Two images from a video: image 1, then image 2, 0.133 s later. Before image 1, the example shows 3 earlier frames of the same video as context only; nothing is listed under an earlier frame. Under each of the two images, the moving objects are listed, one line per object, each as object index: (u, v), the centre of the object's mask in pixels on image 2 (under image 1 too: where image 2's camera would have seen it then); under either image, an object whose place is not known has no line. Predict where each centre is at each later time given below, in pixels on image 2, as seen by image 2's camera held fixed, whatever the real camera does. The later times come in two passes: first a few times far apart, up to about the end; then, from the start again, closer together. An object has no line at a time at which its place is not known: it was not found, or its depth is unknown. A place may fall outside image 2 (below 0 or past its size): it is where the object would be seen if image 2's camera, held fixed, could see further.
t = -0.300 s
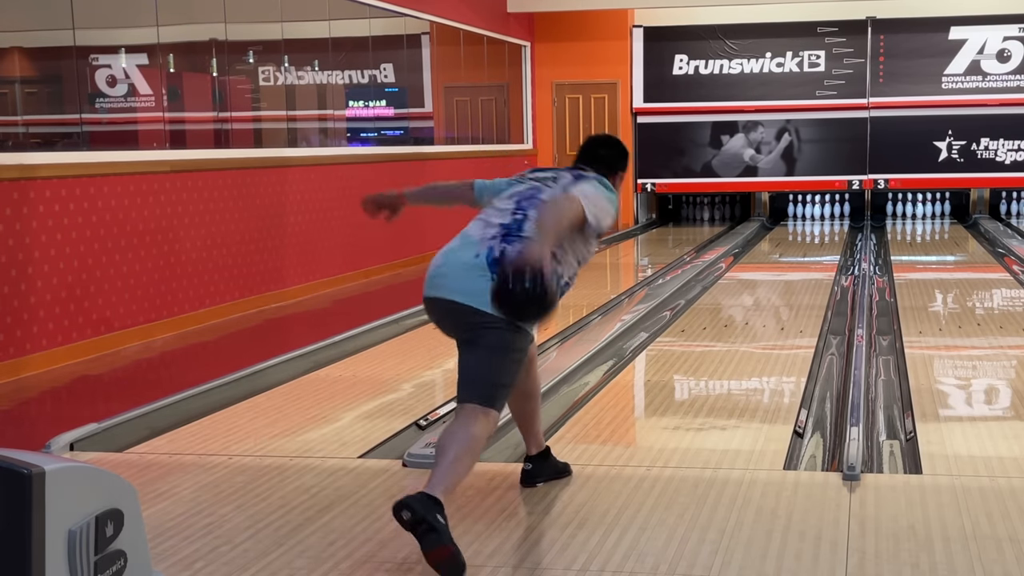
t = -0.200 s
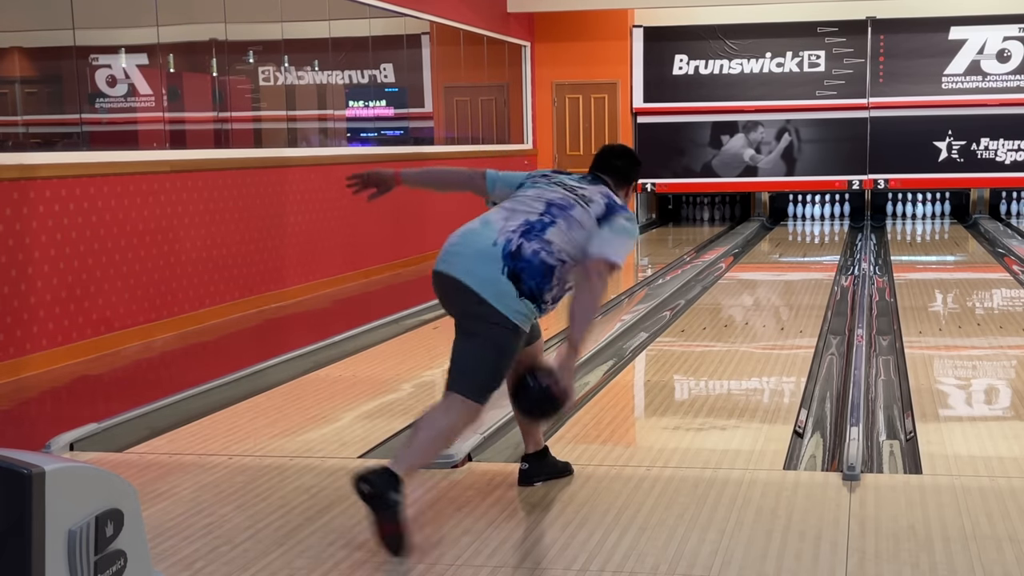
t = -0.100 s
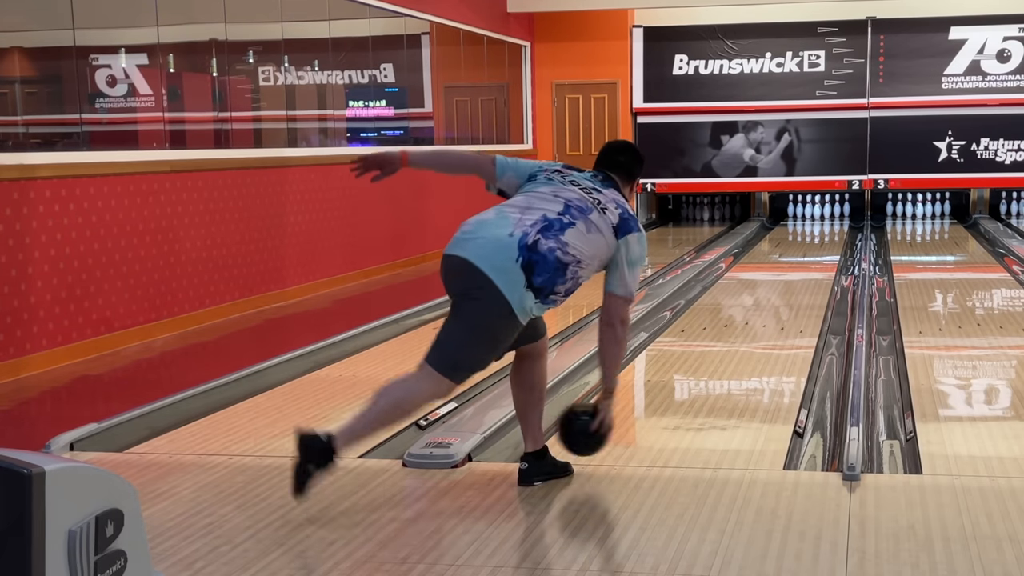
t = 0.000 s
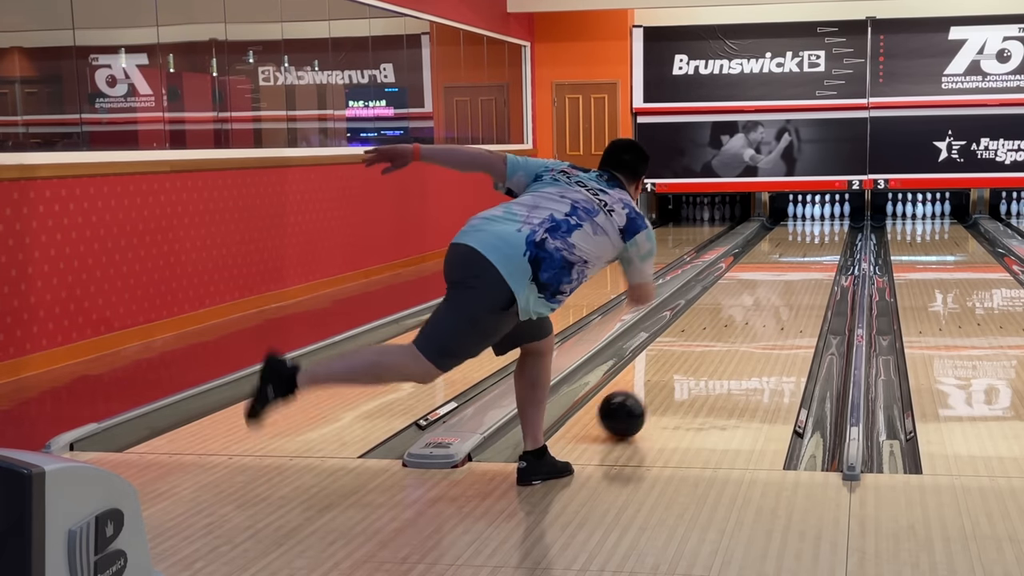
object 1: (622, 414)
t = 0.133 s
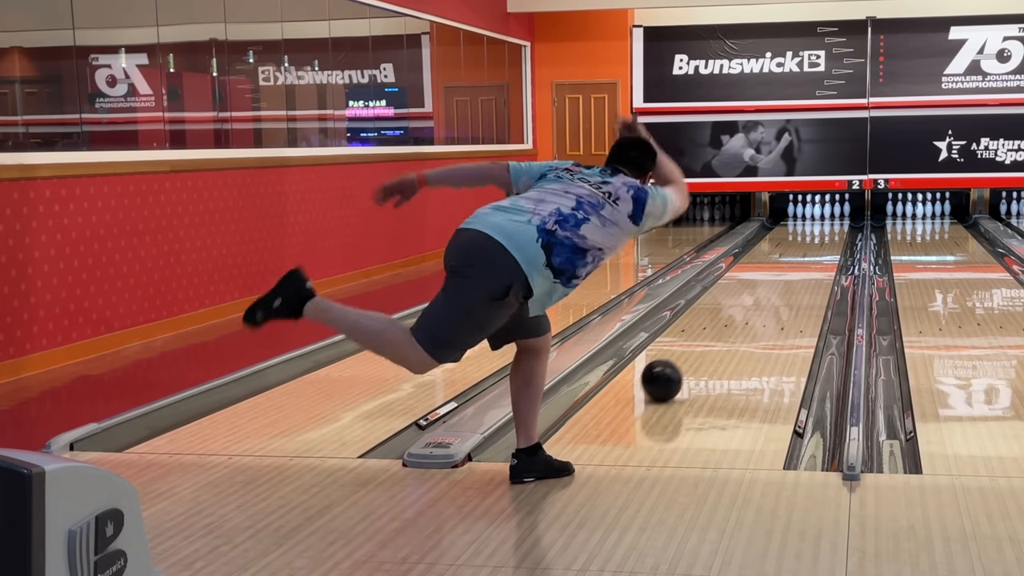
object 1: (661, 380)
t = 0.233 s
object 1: (685, 359)
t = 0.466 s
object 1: (726, 323)
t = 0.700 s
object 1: (756, 297)
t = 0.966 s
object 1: (780, 274)
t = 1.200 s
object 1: (795, 260)
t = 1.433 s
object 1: (807, 248)
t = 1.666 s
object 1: (816, 238)
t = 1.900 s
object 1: (823, 230)
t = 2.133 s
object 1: (825, 223)
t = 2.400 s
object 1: (821, 218)
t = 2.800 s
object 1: (801, 212)
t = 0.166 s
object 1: (670, 373)
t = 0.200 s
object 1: (677, 366)
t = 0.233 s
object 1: (685, 359)
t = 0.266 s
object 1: (692, 354)
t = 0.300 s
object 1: (698, 348)
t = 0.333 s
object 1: (705, 342)
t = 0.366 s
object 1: (711, 337)
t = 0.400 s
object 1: (716, 332)
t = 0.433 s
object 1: (722, 327)
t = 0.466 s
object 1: (726, 323)
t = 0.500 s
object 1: (732, 319)
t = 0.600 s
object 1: (745, 308)
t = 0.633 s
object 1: (749, 304)
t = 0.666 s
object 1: (752, 300)
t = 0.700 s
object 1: (756, 297)
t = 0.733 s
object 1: (759, 294)
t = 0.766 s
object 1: (763, 291)
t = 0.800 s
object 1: (766, 288)
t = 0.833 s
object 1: (769, 285)
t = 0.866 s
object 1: (772, 282)
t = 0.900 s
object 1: (775, 279)
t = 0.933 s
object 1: (777, 277)
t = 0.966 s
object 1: (780, 274)
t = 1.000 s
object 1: (782, 272)
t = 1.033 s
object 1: (785, 270)
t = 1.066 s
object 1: (787, 268)
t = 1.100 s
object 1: (789, 266)
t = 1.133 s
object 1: (791, 264)
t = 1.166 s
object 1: (793, 261)
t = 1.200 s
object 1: (795, 260)
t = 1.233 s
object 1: (797, 258)
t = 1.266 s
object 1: (799, 256)
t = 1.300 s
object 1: (801, 254)
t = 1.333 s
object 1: (803, 253)
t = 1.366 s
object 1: (804, 251)
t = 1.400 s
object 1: (806, 249)
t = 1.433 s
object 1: (807, 248)
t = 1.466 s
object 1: (809, 246)
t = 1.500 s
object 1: (810, 245)
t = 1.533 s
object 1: (811, 243)
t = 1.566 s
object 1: (813, 242)
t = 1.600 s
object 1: (814, 241)
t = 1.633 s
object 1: (815, 239)
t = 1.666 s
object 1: (816, 238)
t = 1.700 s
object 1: (817, 237)
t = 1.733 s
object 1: (819, 236)
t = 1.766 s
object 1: (820, 234)
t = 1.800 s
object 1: (821, 233)
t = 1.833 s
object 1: (821, 232)
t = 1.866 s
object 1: (822, 231)
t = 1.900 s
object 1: (823, 230)
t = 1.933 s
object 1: (823, 229)
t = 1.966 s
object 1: (824, 228)
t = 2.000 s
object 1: (824, 227)
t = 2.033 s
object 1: (824, 226)
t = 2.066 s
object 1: (825, 225)
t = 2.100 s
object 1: (825, 224)
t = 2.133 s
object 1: (825, 223)
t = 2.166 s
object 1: (825, 223)
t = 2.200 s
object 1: (824, 222)
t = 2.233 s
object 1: (824, 221)
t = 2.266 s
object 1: (824, 220)
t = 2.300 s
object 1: (823, 220)
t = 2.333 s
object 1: (822, 219)
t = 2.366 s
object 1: (822, 219)
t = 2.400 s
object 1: (821, 218)
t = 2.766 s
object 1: (804, 212)
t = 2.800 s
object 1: (801, 212)
